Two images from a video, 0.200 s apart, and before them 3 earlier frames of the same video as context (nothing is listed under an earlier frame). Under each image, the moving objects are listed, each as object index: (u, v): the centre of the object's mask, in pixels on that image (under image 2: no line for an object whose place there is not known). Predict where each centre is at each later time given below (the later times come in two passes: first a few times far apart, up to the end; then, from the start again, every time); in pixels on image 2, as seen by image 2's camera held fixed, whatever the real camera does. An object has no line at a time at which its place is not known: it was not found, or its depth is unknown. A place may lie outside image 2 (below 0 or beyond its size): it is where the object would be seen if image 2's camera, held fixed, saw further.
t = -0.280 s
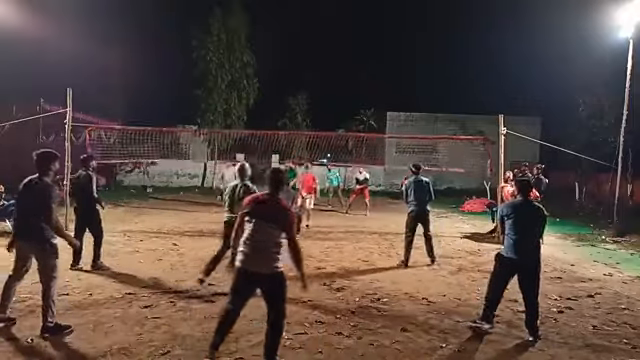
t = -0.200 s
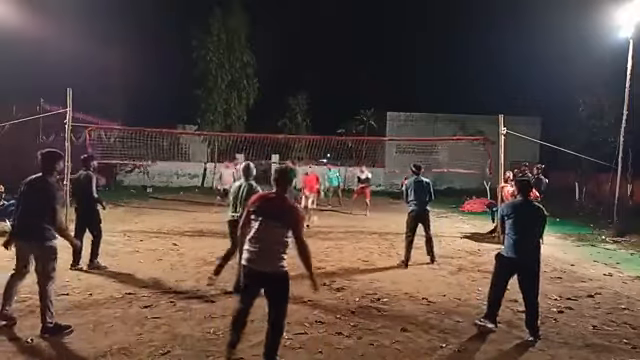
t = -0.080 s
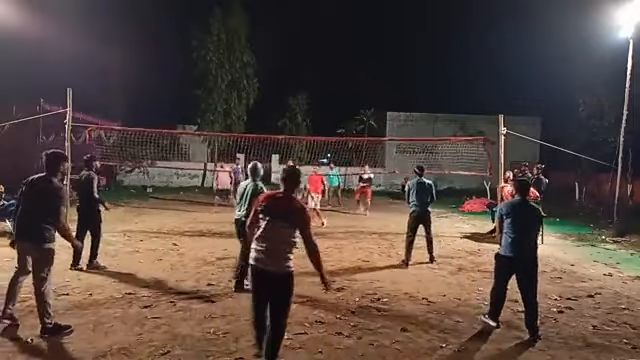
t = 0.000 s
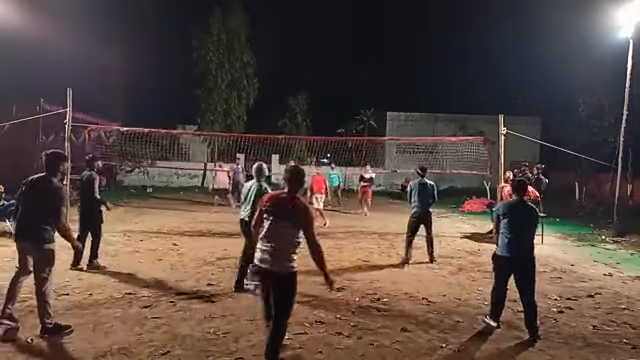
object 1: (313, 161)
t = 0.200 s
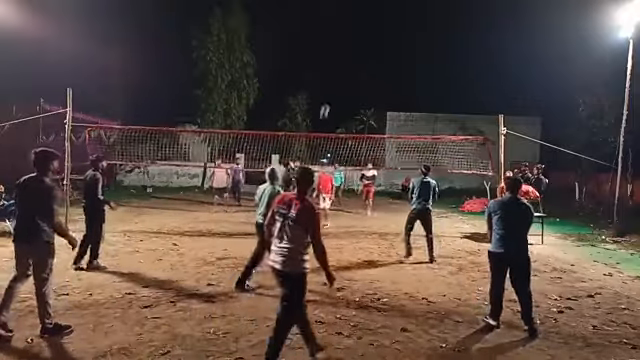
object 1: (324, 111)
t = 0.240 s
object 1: (327, 103)
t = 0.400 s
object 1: (338, 75)
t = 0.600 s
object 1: (352, 54)
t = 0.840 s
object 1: (368, 53)
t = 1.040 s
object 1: (380, 70)
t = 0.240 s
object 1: (327, 103)
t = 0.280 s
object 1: (330, 95)
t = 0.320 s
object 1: (333, 88)
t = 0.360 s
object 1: (335, 81)
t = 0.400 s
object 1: (338, 75)
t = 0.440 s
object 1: (341, 70)
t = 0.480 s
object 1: (344, 65)
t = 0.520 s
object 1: (347, 60)
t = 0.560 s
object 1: (349, 56)
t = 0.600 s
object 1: (352, 54)
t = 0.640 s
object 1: (355, 52)
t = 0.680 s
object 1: (357, 51)
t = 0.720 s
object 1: (360, 50)
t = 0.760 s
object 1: (362, 50)
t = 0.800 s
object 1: (365, 51)
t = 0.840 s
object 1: (368, 53)
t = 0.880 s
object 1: (371, 55)
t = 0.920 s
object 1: (374, 58)
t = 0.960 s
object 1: (376, 61)
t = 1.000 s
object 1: (378, 66)
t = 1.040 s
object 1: (380, 70)
